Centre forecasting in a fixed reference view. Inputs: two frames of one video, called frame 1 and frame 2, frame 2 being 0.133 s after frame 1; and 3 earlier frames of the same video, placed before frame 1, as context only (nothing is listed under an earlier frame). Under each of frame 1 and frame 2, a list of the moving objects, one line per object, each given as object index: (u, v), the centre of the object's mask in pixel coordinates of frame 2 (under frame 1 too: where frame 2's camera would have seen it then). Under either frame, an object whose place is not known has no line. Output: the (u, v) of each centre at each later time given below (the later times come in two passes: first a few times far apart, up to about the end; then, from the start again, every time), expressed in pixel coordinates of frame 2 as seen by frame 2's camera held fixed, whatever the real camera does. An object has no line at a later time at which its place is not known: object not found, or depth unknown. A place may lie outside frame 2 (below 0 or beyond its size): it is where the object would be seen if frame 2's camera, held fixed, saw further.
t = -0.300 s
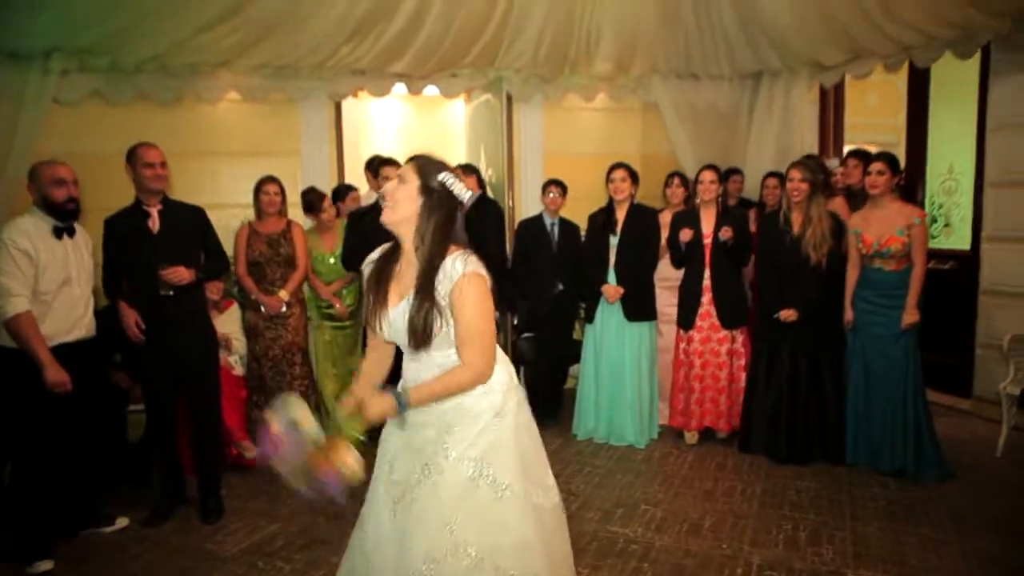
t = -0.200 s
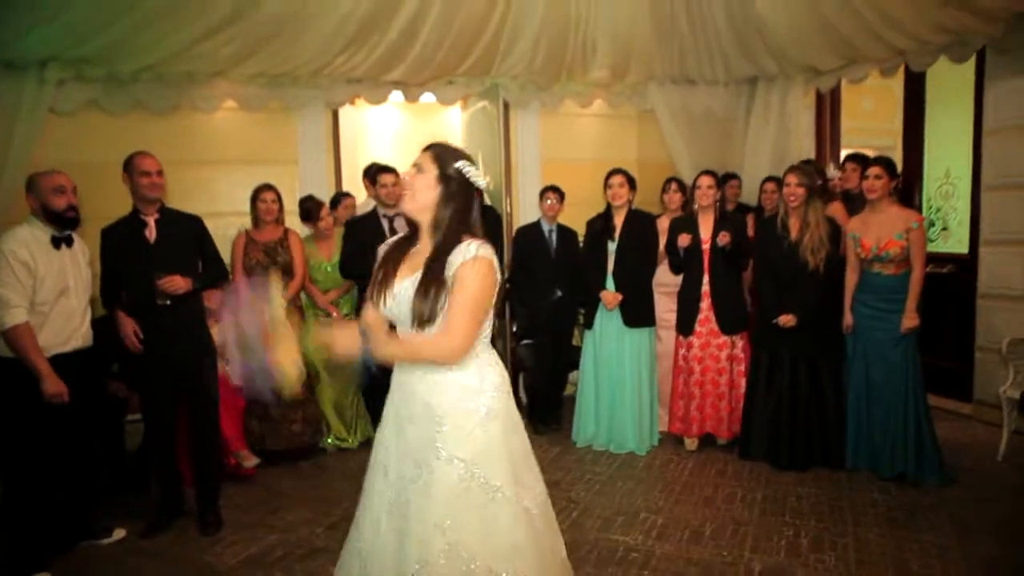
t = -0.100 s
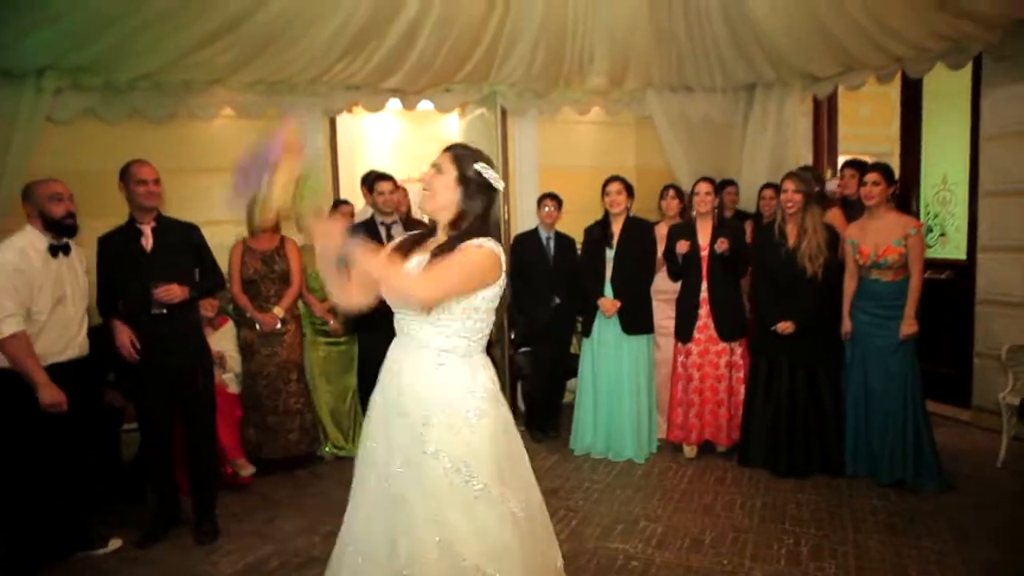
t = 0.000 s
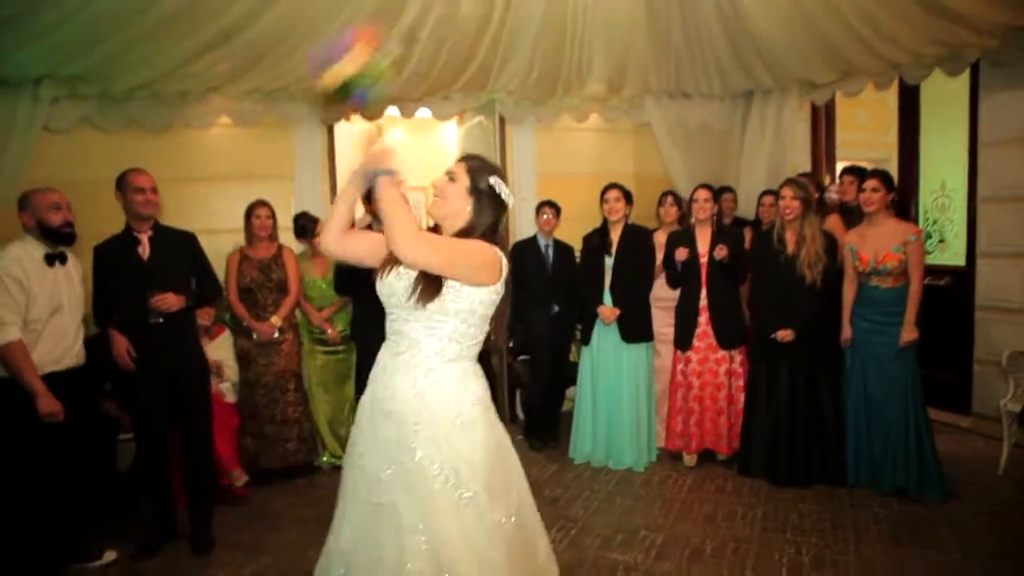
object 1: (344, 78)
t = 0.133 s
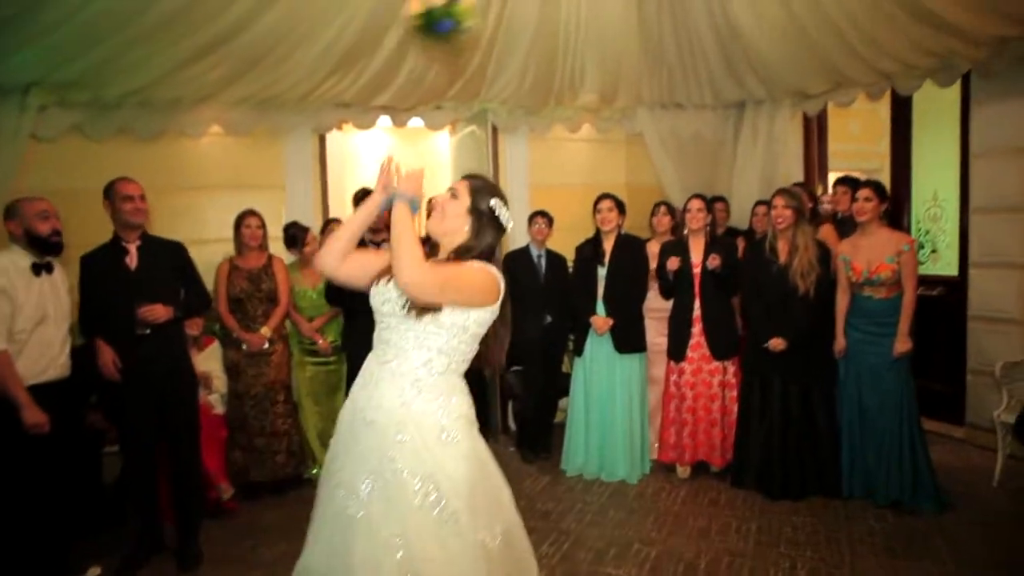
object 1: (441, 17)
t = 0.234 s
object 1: (499, 11)
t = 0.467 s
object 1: (587, 66)
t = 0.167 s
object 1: (460, 13)
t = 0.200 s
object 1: (482, 11)
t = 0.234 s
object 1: (499, 11)
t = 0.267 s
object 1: (513, 10)
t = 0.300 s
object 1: (528, 13)
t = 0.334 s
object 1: (542, 18)
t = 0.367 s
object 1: (554, 24)
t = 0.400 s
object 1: (565, 37)
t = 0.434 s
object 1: (576, 50)
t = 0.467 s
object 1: (587, 66)
